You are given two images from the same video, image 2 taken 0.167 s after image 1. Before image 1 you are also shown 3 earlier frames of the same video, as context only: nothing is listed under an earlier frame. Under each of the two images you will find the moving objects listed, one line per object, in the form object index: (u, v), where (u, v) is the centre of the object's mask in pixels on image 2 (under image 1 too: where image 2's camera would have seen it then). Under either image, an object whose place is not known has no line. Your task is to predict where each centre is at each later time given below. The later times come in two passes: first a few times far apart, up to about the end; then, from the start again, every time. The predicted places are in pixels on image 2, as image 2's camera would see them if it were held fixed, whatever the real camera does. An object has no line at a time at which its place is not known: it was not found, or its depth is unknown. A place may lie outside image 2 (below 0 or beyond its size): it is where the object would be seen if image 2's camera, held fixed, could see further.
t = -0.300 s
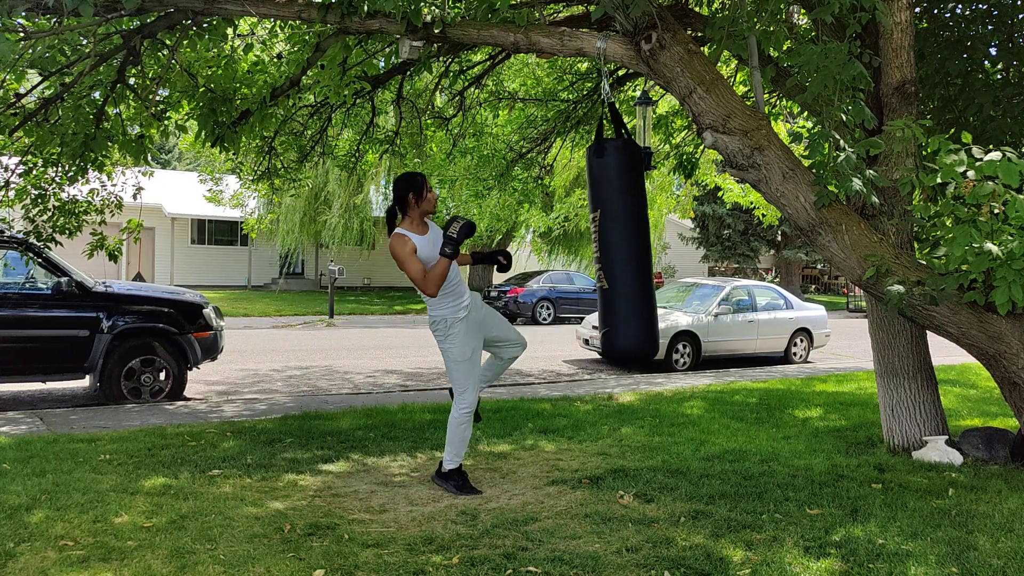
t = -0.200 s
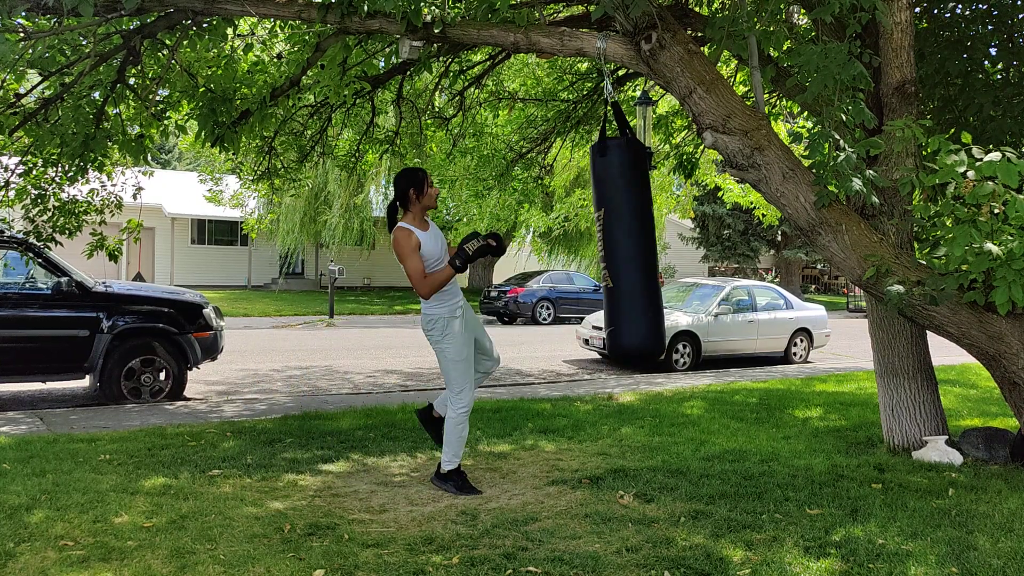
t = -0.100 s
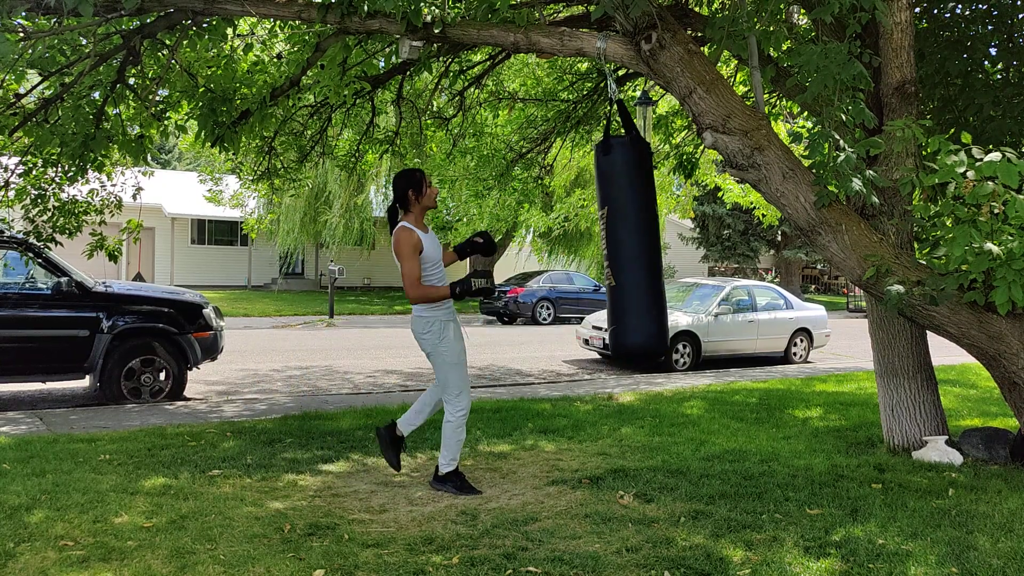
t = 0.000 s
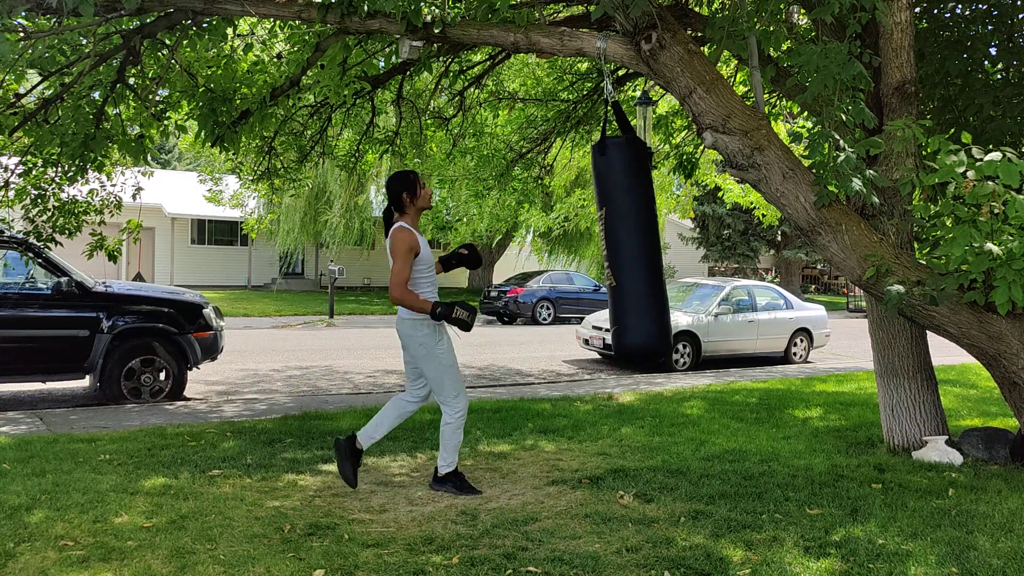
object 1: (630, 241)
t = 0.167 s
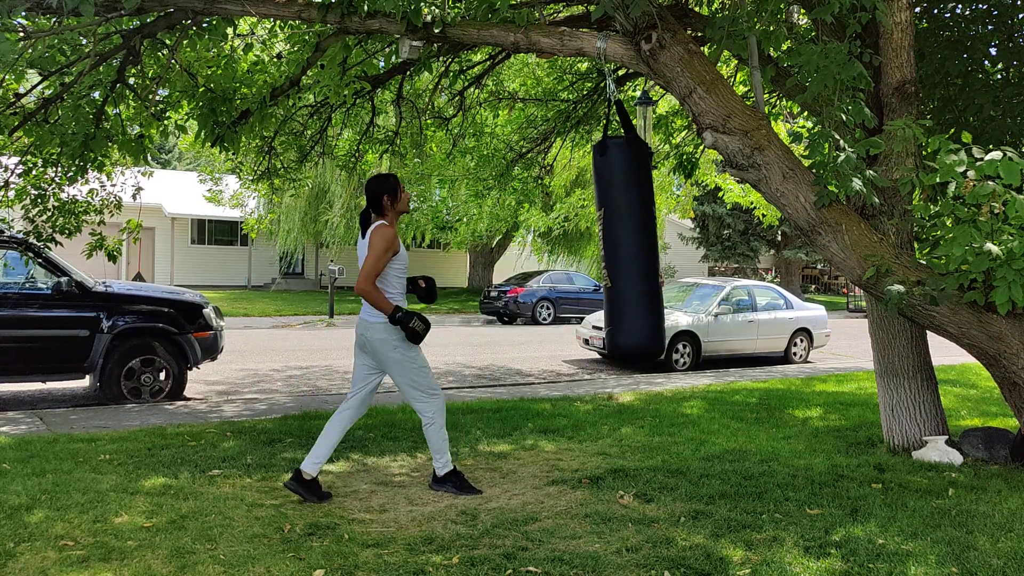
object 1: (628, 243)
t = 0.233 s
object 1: (625, 242)
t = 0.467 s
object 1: (610, 244)
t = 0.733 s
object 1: (591, 240)
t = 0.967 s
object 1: (579, 237)
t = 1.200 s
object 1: (575, 237)
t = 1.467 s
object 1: (581, 241)
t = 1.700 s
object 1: (597, 245)
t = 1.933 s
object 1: (615, 247)
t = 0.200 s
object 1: (627, 244)
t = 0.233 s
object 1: (625, 242)
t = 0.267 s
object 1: (623, 243)
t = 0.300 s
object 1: (621, 246)
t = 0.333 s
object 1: (619, 246)
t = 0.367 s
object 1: (617, 247)
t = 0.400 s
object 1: (615, 244)
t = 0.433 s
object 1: (613, 244)
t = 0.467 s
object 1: (610, 244)
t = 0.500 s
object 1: (608, 246)
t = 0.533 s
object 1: (605, 243)
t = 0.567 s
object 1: (603, 243)
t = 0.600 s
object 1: (600, 242)
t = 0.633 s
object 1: (598, 242)
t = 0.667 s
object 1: (595, 241)
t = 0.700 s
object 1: (593, 244)
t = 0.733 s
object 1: (591, 240)
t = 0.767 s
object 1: (589, 239)
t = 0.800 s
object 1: (587, 242)
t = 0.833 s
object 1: (585, 241)
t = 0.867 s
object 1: (583, 238)
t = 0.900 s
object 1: (582, 238)
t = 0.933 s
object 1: (580, 237)
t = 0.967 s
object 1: (579, 237)
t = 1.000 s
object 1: (578, 237)
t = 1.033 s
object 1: (577, 237)
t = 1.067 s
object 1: (576, 237)
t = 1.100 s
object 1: (576, 237)
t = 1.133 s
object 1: (575, 237)
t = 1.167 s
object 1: (575, 237)
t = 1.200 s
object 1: (575, 237)
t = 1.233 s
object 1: (575, 237)
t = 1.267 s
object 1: (575, 238)
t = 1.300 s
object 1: (576, 238)
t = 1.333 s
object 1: (577, 238)
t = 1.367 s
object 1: (578, 239)
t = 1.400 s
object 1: (579, 240)
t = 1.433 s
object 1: (580, 240)
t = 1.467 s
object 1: (581, 241)
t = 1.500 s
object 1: (583, 243)
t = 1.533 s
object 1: (585, 244)
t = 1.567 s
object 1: (587, 244)
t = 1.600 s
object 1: (589, 244)
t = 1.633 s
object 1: (592, 244)
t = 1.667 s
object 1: (594, 246)
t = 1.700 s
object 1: (597, 245)
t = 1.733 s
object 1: (599, 245)
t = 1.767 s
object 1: (602, 247)
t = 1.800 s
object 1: (604, 247)
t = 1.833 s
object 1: (607, 247)
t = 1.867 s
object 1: (609, 248)
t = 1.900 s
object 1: (612, 247)
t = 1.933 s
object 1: (615, 247)
